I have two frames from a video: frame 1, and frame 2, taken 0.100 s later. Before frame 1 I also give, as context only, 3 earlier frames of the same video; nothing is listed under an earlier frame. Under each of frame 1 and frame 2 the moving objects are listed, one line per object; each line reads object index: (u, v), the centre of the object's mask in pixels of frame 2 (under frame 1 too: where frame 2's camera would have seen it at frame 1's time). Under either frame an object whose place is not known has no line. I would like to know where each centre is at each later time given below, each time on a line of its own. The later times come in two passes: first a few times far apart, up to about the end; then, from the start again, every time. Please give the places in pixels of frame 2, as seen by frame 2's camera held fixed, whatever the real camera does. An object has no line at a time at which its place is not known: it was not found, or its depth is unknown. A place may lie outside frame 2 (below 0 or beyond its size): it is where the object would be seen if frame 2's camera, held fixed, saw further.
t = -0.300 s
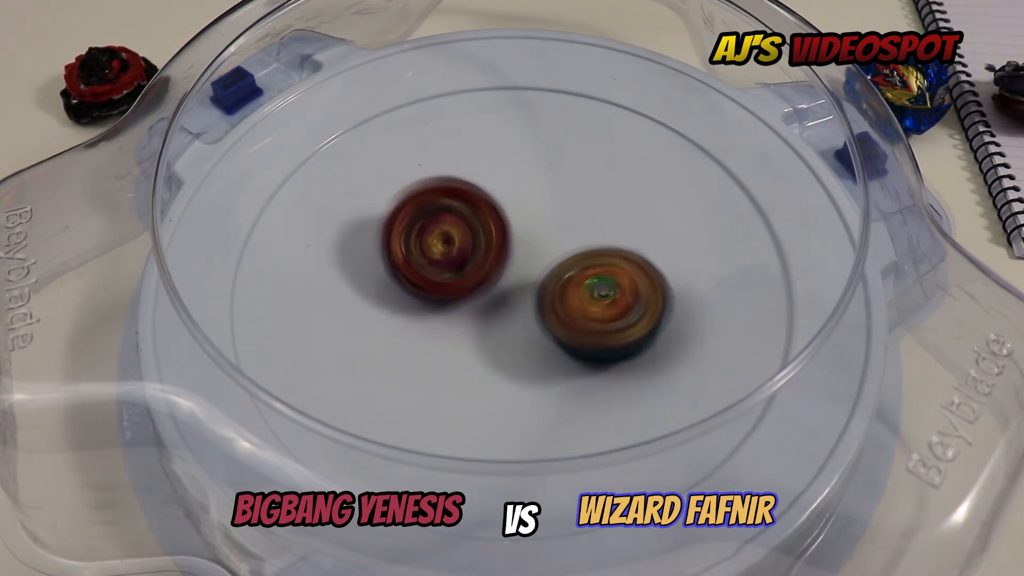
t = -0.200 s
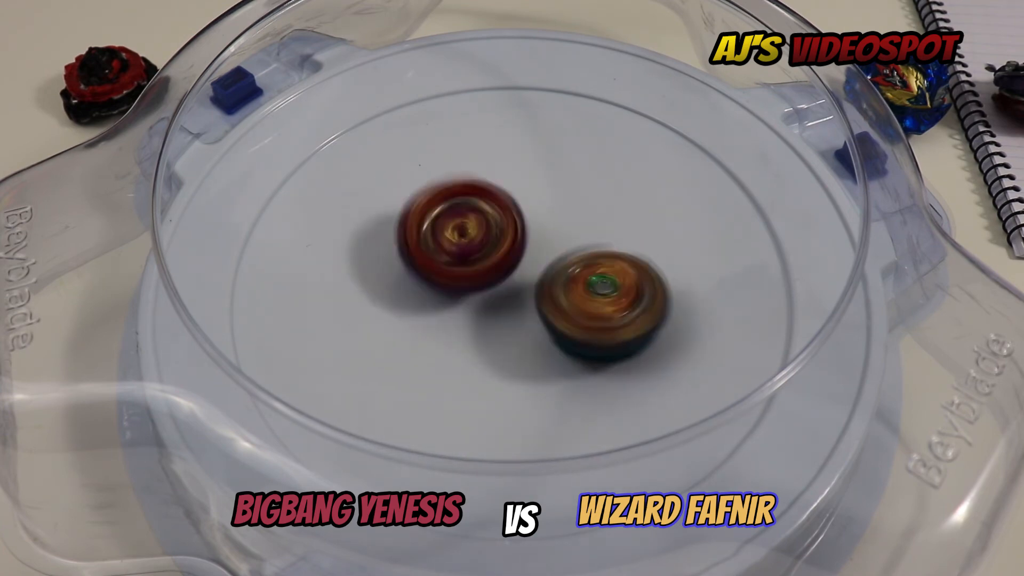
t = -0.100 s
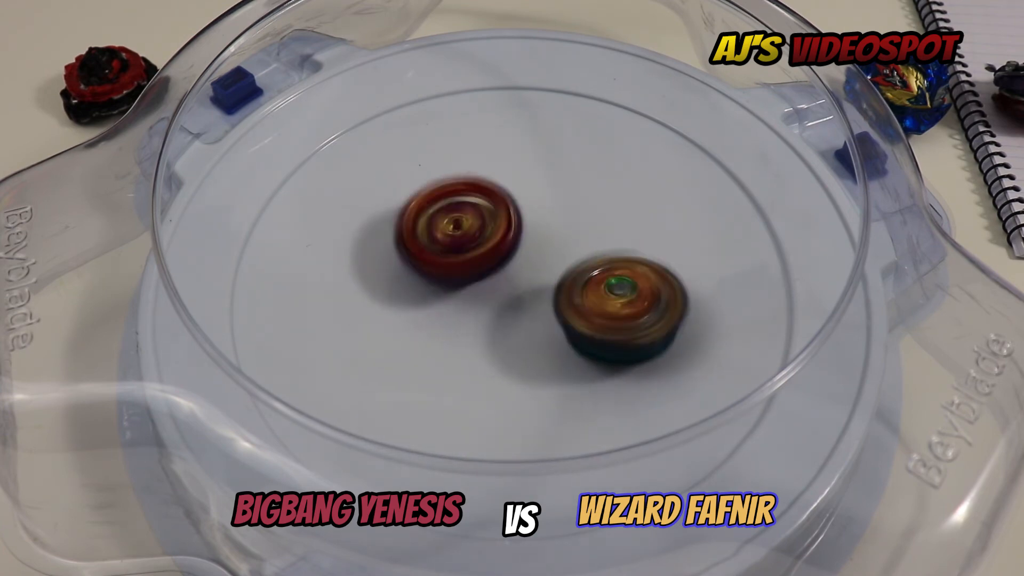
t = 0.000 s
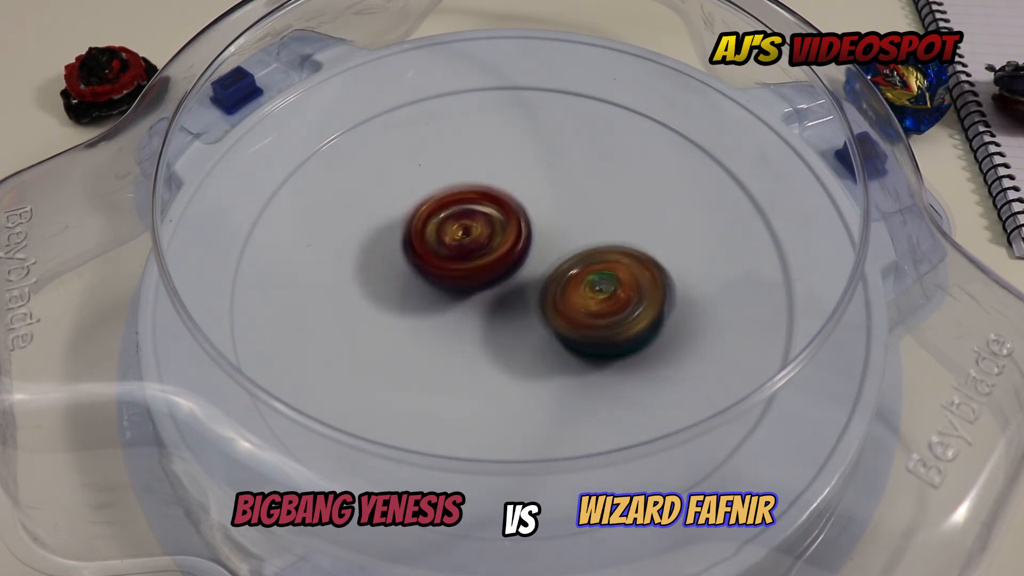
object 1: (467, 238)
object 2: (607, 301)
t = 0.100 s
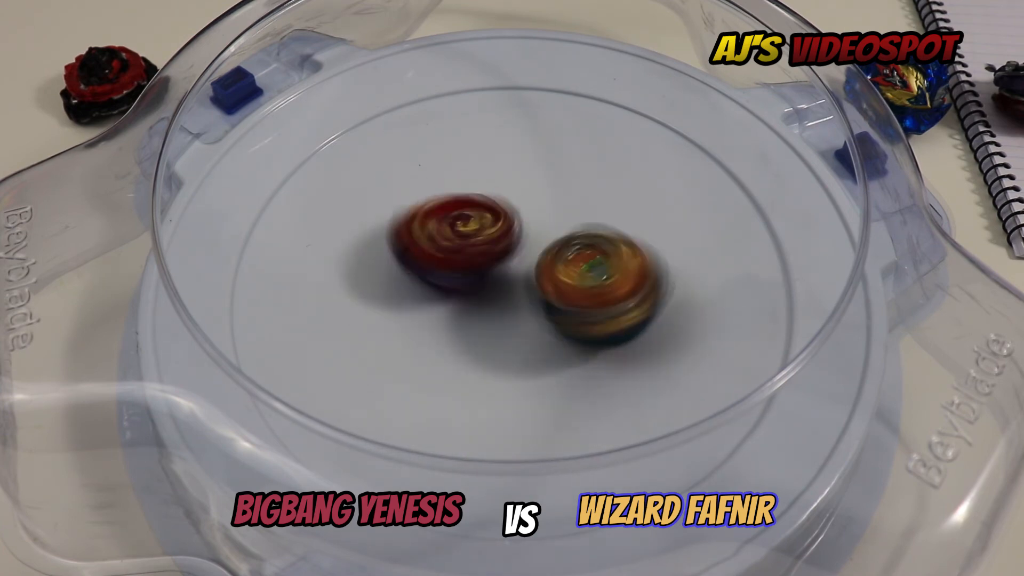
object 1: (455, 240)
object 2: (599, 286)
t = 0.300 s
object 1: (425, 220)
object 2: (637, 323)
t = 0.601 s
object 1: (487, 232)
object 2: (589, 297)
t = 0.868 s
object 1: (480, 237)
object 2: (600, 309)
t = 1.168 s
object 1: (471, 247)
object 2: (581, 313)
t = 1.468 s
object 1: (476, 247)
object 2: (586, 316)
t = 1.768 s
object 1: (470, 252)
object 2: (577, 302)
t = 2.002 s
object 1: (461, 250)
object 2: (567, 283)
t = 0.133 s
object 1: (440, 234)
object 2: (614, 286)
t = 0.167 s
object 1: (429, 227)
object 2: (627, 295)
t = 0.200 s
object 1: (422, 224)
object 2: (637, 312)
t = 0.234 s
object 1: (420, 221)
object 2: (642, 317)
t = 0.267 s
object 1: (421, 220)
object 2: (643, 320)
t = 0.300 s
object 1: (425, 220)
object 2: (637, 323)
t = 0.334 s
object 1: (430, 223)
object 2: (631, 322)
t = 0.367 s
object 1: (434, 226)
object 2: (622, 319)
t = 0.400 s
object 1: (442, 229)
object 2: (612, 315)
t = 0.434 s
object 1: (449, 233)
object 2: (600, 310)
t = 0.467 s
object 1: (460, 236)
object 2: (590, 303)
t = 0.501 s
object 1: (472, 238)
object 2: (580, 296)
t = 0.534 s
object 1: (478, 237)
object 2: (580, 294)
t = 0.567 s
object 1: (482, 234)
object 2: (584, 296)
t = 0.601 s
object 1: (487, 232)
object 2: (589, 297)
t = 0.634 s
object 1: (488, 229)
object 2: (594, 298)
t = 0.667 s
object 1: (488, 229)
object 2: (597, 302)
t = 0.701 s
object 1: (487, 230)
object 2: (595, 301)
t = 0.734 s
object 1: (487, 232)
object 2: (594, 300)
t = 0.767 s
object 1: (489, 235)
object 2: (594, 298)
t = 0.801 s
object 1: (490, 236)
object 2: (592, 297)
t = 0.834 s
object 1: (484, 237)
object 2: (597, 304)
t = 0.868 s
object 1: (480, 237)
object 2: (600, 309)
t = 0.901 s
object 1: (479, 238)
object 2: (599, 311)
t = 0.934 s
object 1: (480, 240)
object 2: (597, 313)
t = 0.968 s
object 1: (481, 241)
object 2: (593, 311)
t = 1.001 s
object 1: (483, 243)
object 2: (590, 309)
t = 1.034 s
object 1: (483, 243)
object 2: (589, 309)
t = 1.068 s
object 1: (481, 247)
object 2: (585, 308)
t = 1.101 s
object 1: (478, 247)
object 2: (583, 309)
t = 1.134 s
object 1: (474, 246)
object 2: (583, 311)
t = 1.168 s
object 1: (471, 247)
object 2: (581, 313)
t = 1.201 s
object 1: (470, 247)
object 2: (577, 314)
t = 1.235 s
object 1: (470, 247)
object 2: (572, 312)
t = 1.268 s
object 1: (468, 247)
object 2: (574, 313)
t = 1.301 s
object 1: (470, 246)
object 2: (576, 314)
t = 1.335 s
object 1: (473, 248)
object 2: (577, 314)
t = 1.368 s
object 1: (475, 250)
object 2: (576, 315)
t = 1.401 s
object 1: (479, 250)
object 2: (576, 315)
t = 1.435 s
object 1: (477, 249)
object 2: (580, 316)
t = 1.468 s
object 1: (476, 247)
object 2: (586, 316)
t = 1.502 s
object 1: (476, 245)
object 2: (589, 315)
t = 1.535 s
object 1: (476, 245)
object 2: (589, 314)
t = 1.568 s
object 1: (477, 244)
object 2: (587, 312)
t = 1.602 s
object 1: (478, 244)
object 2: (584, 310)
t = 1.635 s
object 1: (478, 245)
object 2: (584, 307)
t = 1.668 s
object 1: (476, 247)
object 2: (585, 306)
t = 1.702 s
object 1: (475, 249)
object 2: (583, 304)
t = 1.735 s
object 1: (472, 251)
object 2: (581, 303)
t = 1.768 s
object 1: (470, 252)
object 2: (577, 302)
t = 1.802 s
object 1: (467, 252)
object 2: (573, 298)
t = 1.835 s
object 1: (464, 251)
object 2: (570, 294)
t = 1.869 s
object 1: (461, 250)
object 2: (568, 290)
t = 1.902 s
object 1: (460, 249)
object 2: (567, 287)
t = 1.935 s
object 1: (460, 250)
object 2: (566, 284)
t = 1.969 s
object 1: (460, 250)
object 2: (567, 283)
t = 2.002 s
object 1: (461, 250)
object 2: (567, 283)
